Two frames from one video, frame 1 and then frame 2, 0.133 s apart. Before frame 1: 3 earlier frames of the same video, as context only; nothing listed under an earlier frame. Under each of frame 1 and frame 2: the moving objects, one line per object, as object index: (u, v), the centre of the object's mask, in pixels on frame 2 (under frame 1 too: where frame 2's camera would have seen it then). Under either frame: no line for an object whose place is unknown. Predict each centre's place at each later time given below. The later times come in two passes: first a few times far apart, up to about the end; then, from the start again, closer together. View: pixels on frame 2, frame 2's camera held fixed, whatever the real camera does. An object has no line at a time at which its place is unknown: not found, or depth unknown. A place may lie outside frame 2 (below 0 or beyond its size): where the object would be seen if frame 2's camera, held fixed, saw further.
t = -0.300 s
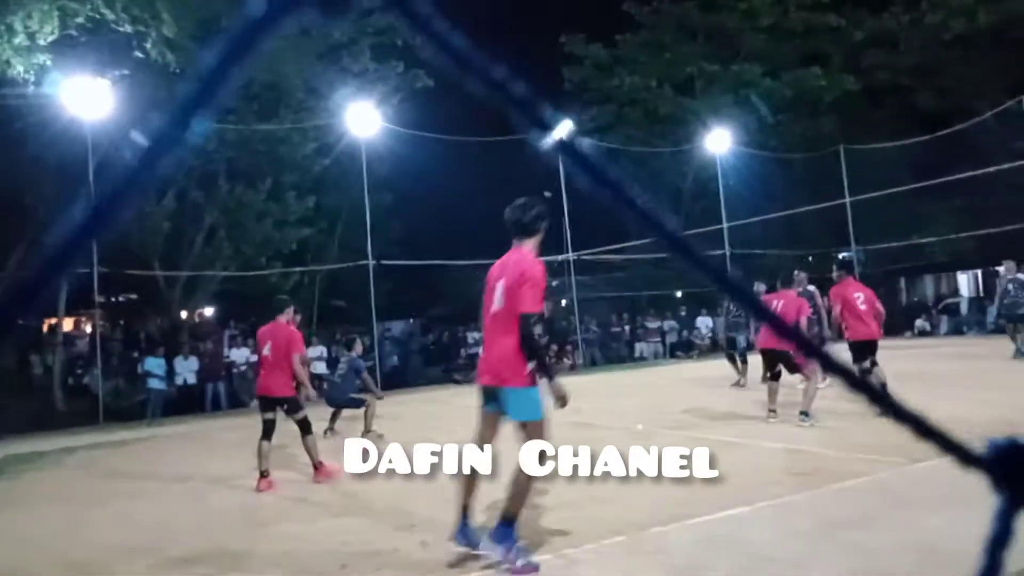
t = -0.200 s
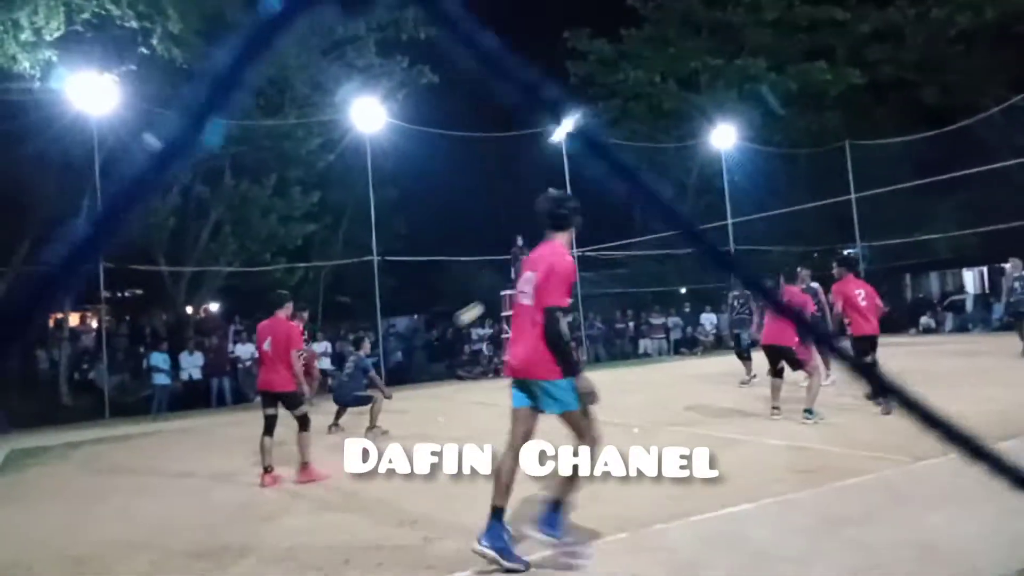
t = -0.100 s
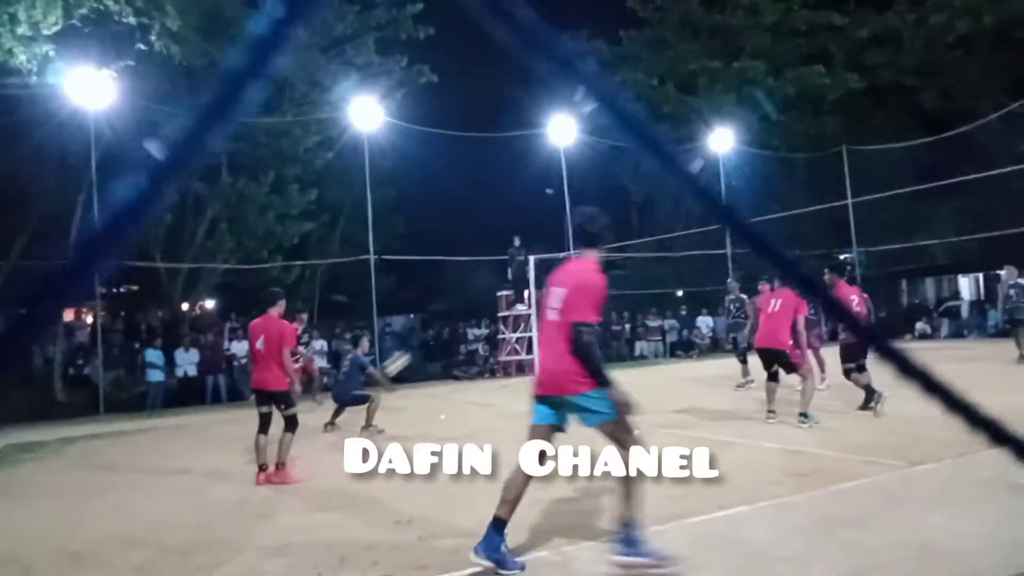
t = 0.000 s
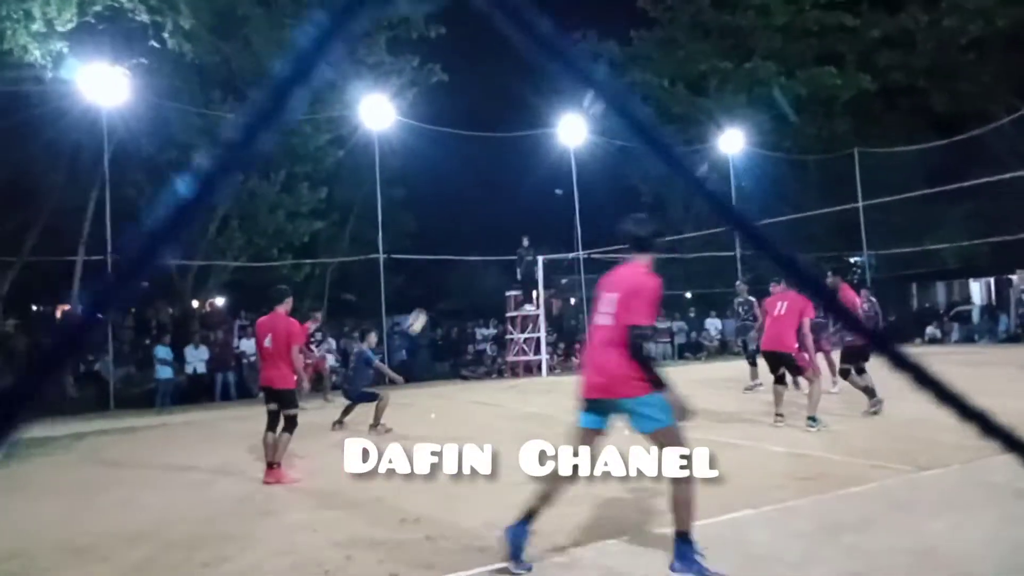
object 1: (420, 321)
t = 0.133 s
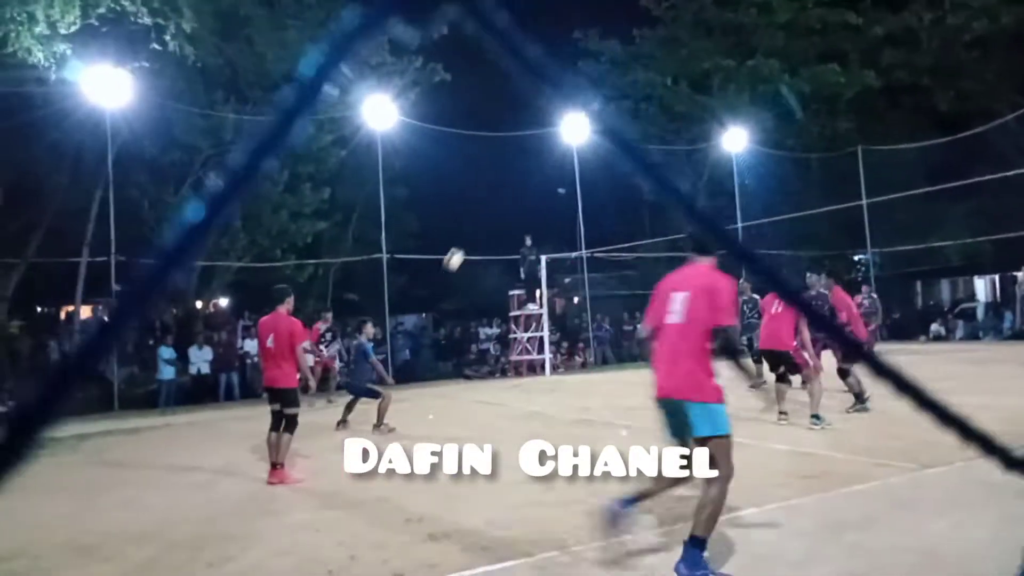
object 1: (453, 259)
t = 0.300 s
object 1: (497, 201)
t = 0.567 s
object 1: (567, 156)
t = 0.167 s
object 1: (462, 245)
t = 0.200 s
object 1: (471, 234)
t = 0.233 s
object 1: (479, 222)
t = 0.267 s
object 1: (488, 211)
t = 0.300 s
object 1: (497, 201)
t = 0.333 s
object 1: (505, 193)
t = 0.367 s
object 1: (515, 185)
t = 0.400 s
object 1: (523, 178)
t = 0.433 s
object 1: (530, 173)
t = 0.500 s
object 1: (549, 163)
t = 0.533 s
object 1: (559, 159)
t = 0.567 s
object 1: (567, 156)
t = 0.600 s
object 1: (576, 155)
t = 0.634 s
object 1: (586, 155)
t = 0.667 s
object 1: (594, 154)
